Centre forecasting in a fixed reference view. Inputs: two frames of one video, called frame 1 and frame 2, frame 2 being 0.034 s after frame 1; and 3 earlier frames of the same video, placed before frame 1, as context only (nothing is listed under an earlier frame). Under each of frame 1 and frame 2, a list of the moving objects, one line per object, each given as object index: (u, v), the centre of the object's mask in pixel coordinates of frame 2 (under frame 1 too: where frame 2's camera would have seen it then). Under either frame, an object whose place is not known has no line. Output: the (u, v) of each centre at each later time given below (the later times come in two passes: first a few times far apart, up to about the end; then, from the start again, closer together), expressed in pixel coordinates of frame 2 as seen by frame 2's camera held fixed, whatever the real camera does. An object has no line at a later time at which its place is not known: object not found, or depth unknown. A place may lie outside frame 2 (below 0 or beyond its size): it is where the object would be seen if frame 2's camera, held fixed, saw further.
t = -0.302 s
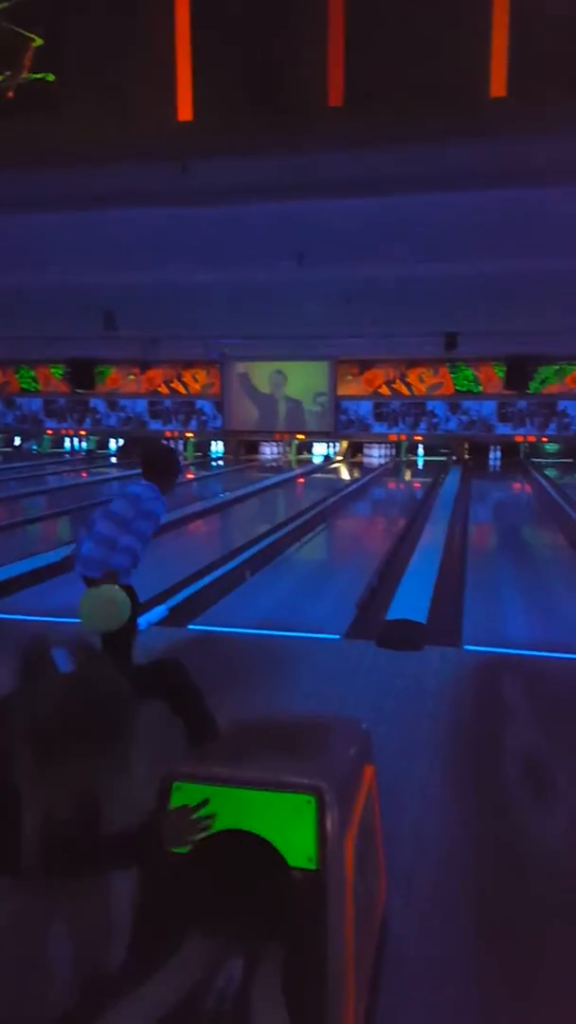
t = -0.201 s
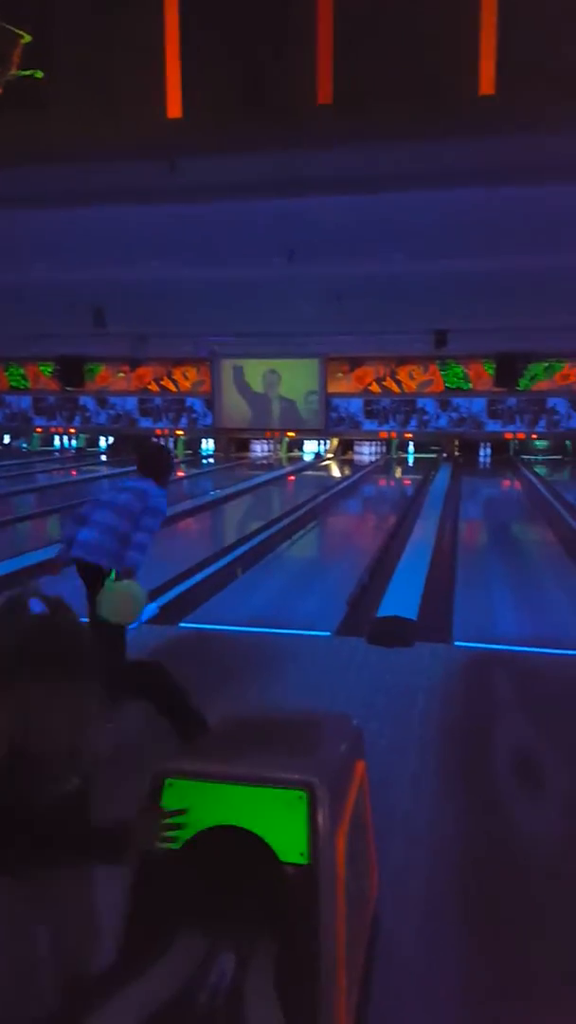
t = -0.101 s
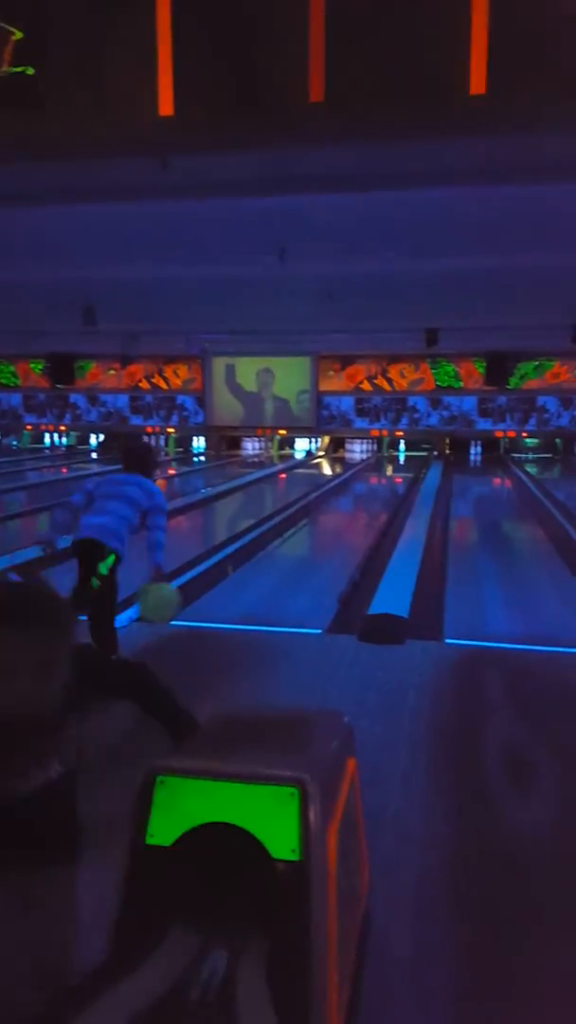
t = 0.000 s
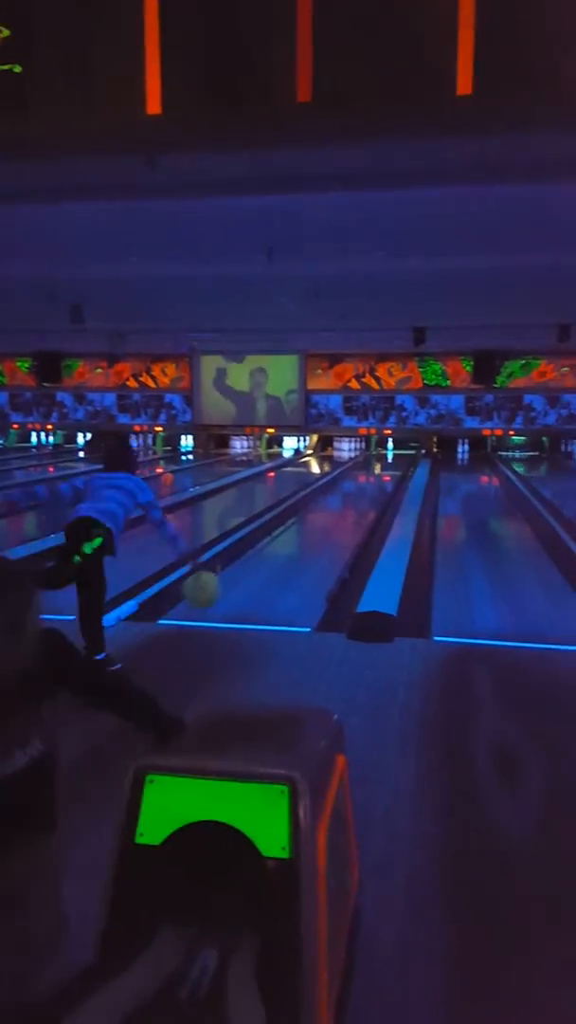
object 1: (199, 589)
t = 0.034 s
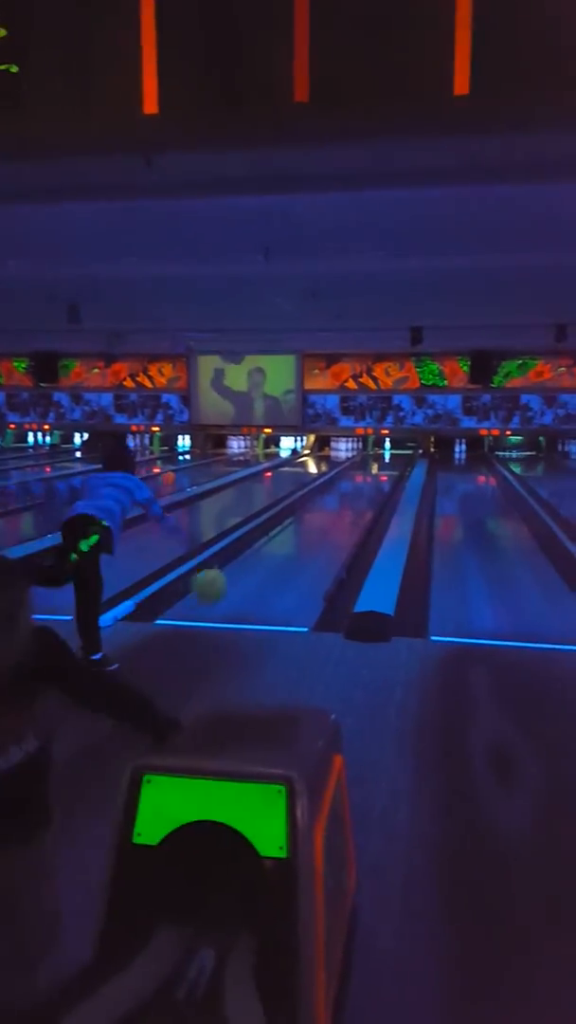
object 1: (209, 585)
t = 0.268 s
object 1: (264, 566)
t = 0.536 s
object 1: (304, 541)
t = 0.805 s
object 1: (329, 523)
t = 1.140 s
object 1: (352, 505)
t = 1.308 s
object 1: (360, 497)
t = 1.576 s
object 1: (370, 489)
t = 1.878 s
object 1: (378, 480)
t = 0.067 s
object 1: (218, 583)
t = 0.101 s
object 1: (228, 584)
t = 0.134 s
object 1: (236, 585)
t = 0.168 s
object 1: (244, 588)
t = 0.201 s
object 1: (251, 585)
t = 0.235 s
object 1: (258, 574)
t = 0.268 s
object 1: (264, 566)
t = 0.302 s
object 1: (270, 560)
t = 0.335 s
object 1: (274, 555)
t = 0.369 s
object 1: (281, 552)
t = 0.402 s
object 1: (286, 551)
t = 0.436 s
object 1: (291, 551)
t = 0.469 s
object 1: (295, 550)
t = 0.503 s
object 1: (299, 544)
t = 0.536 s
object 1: (304, 541)
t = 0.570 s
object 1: (307, 537)
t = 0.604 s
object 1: (310, 536)
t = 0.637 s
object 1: (314, 535)
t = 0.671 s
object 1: (317, 532)
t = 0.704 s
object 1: (321, 529)
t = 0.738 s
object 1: (323, 527)
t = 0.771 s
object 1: (326, 525)
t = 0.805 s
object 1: (329, 523)
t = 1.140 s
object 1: (352, 505)
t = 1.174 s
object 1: (354, 502)
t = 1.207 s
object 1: (355, 502)
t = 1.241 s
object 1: (356, 500)
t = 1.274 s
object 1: (359, 498)
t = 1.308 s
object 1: (360, 497)
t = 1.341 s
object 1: (361, 496)
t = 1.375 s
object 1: (363, 494)
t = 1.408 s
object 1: (364, 493)
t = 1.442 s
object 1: (364, 492)
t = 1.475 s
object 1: (367, 491)
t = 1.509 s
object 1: (368, 490)
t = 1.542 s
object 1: (369, 490)
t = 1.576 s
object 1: (370, 489)
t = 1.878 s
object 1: (378, 480)
